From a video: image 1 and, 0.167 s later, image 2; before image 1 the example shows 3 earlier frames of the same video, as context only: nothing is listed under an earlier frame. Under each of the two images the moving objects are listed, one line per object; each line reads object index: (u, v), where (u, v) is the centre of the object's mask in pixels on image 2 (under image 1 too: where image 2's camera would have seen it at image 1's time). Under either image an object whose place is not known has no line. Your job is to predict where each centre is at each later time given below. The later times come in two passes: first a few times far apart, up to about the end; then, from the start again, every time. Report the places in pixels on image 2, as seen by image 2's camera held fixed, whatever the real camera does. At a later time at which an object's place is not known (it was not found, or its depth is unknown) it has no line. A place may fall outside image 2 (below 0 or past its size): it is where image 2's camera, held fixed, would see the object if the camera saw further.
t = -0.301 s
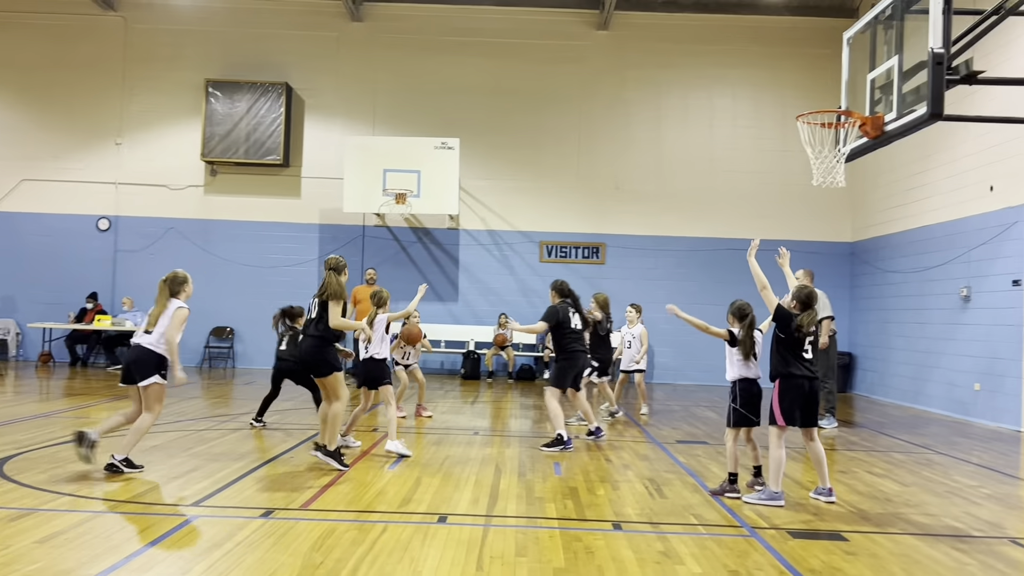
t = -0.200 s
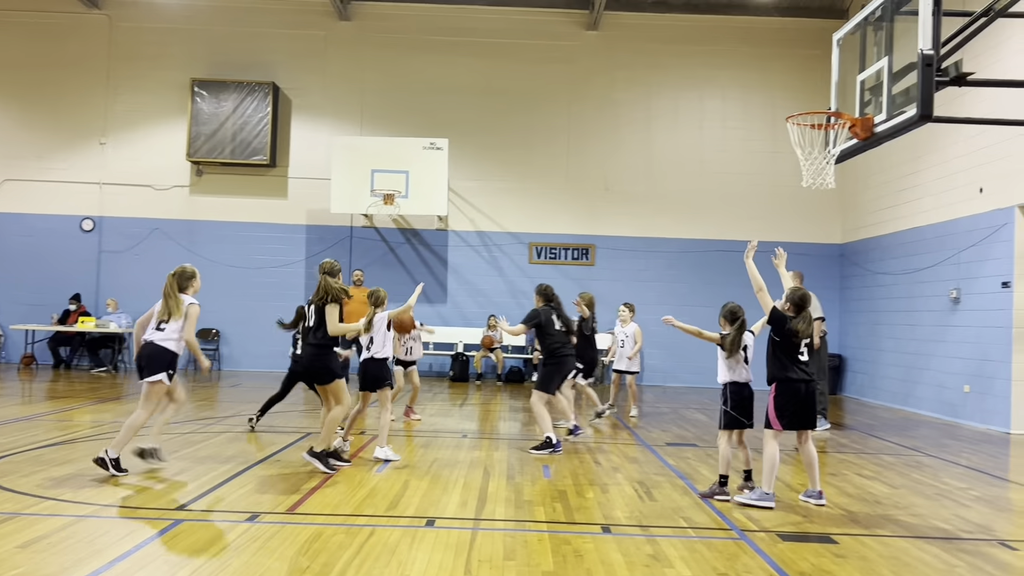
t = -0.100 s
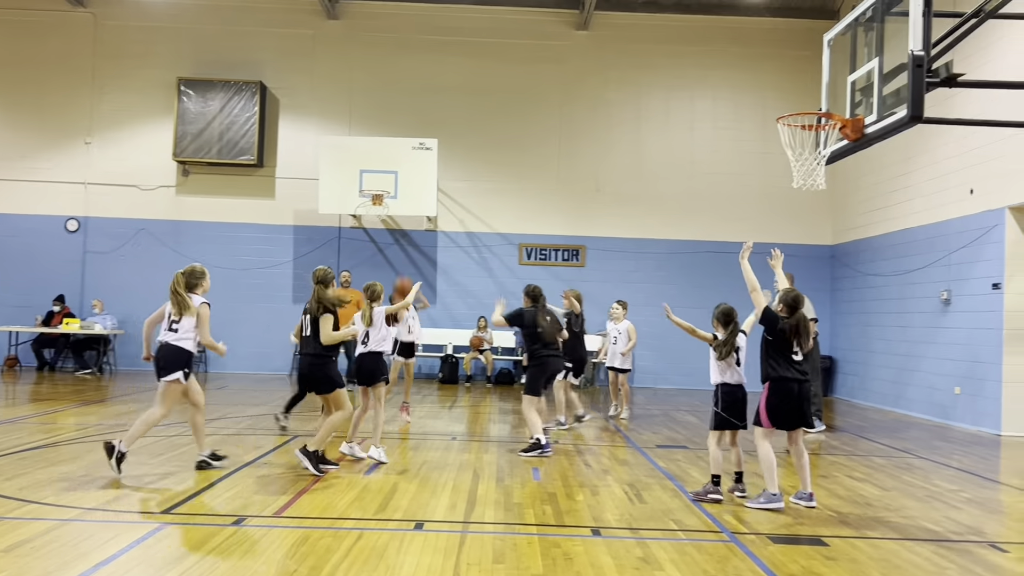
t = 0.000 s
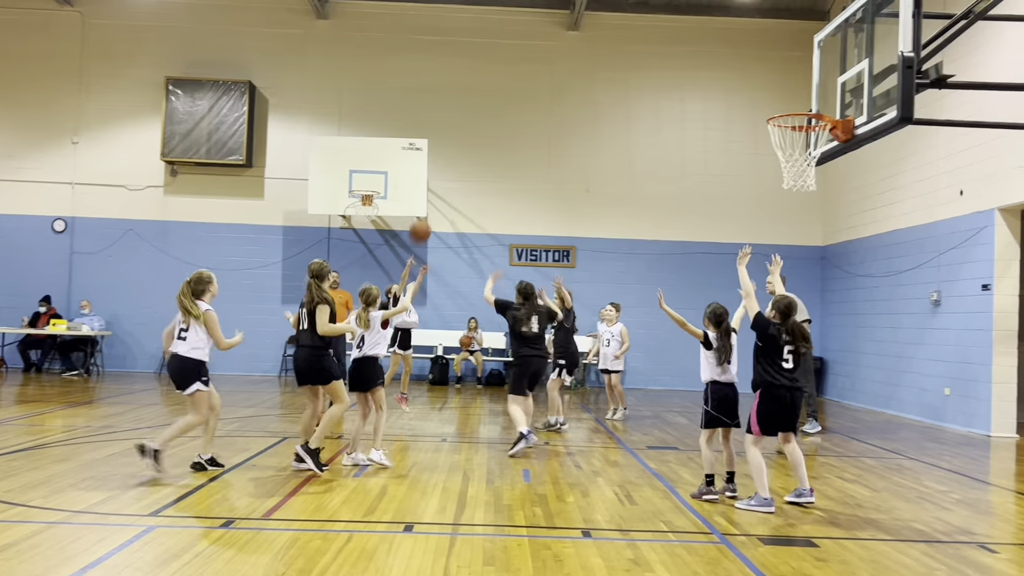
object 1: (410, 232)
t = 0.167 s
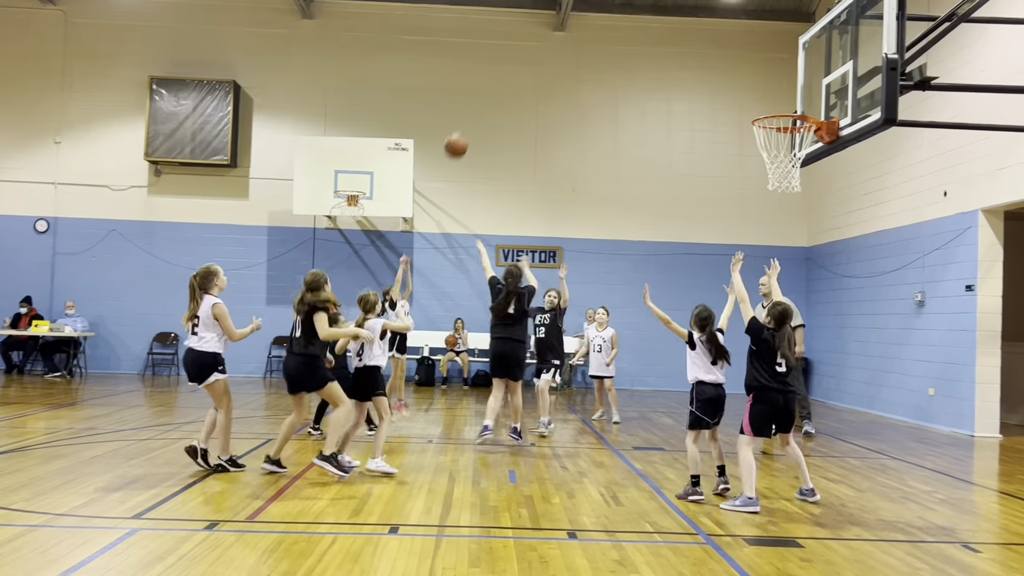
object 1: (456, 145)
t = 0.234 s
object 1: (476, 117)
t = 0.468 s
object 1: (549, 47)
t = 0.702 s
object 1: (630, 30)
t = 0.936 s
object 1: (719, 76)
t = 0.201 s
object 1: (466, 130)
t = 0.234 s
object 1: (476, 117)
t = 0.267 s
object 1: (486, 104)
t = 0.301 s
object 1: (496, 92)
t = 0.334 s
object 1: (507, 81)
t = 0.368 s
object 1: (517, 71)
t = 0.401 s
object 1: (527, 62)
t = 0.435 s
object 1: (538, 54)
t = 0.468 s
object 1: (549, 47)
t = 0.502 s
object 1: (560, 41)
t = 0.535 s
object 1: (571, 36)
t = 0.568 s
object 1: (582, 32)
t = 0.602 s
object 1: (593, 30)
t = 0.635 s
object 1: (605, 28)
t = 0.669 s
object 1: (617, 29)
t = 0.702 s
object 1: (630, 30)
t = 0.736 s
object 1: (642, 32)
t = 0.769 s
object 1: (654, 36)
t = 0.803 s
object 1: (667, 41)
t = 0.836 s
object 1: (680, 48)
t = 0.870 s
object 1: (693, 56)
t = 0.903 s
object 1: (706, 65)
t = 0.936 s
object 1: (719, 76)
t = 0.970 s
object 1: (732, 88)
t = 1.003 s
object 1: (745, 101)
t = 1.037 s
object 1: (761, 90)
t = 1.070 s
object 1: (768, 80)
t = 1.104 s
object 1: (774, 72)
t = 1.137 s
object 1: (779, 65)
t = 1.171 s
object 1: (786, 60)
